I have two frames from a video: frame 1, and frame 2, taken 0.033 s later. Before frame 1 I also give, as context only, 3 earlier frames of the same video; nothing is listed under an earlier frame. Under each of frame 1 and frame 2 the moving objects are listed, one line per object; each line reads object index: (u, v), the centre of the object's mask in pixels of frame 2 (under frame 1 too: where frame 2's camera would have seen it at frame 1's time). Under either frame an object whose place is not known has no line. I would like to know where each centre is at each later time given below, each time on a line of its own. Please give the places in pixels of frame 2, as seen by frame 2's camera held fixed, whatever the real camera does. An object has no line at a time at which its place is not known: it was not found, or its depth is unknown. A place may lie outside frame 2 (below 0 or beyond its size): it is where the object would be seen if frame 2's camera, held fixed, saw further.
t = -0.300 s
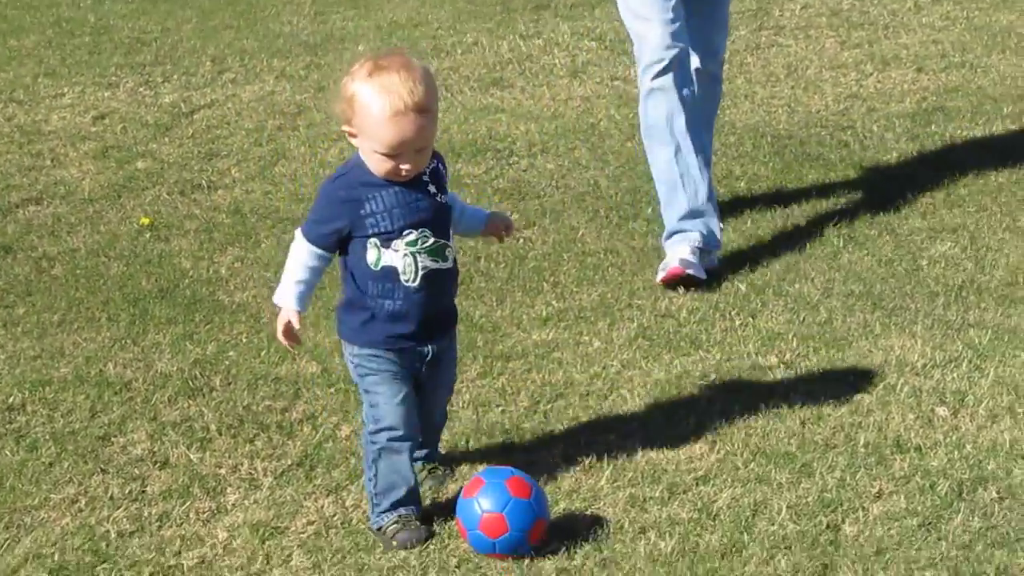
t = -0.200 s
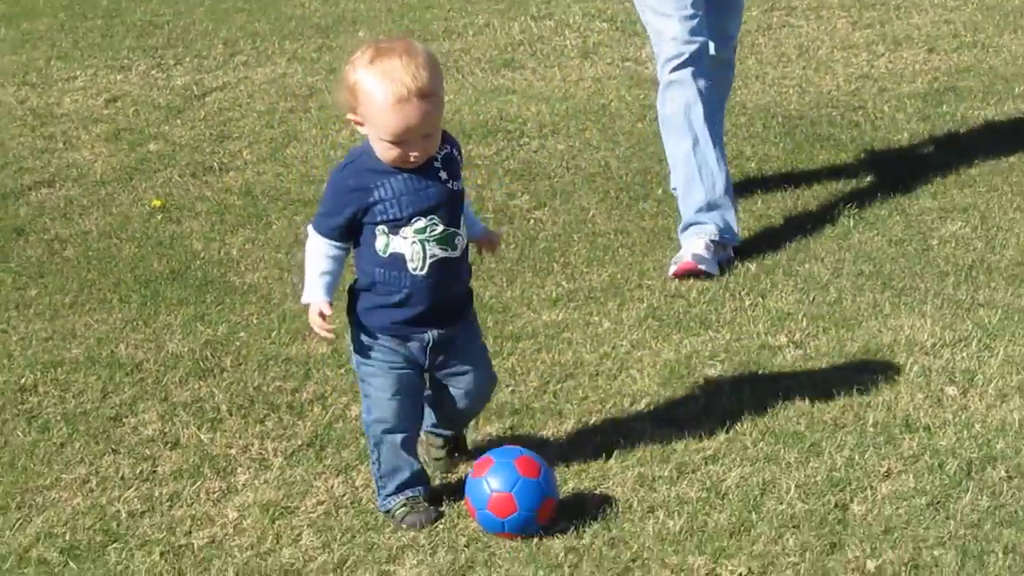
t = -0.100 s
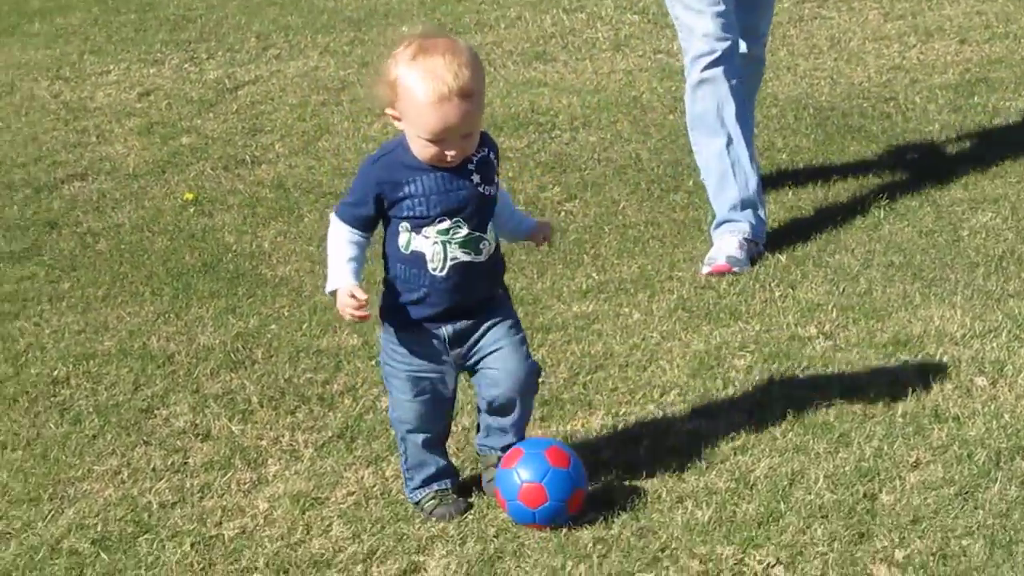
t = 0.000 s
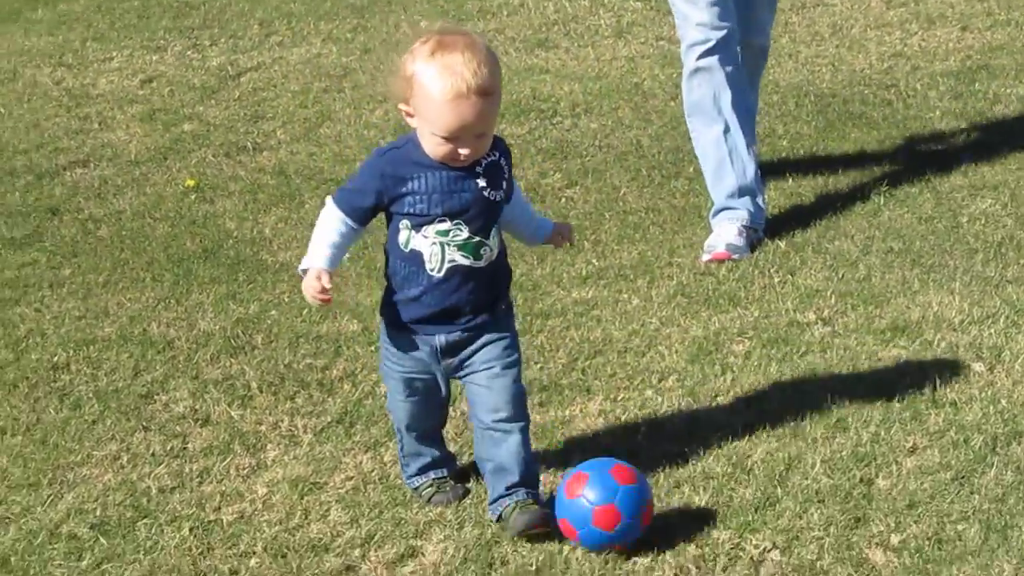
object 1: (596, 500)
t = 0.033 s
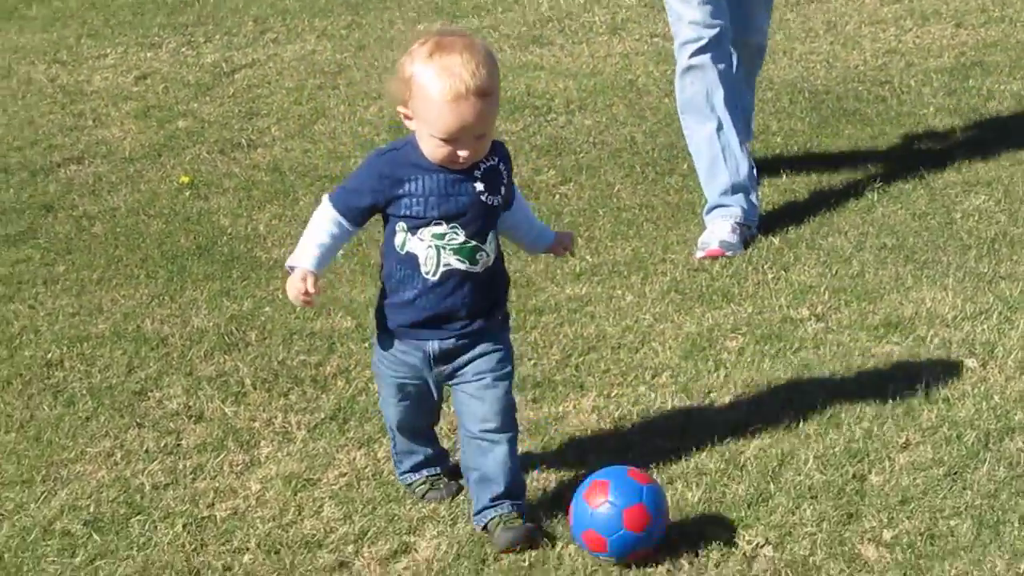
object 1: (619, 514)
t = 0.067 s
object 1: (641, 530)
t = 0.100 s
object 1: (659, 538)
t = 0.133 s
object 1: (676, 542)
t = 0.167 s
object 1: (692, 549)
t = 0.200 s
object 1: (708, 555)
